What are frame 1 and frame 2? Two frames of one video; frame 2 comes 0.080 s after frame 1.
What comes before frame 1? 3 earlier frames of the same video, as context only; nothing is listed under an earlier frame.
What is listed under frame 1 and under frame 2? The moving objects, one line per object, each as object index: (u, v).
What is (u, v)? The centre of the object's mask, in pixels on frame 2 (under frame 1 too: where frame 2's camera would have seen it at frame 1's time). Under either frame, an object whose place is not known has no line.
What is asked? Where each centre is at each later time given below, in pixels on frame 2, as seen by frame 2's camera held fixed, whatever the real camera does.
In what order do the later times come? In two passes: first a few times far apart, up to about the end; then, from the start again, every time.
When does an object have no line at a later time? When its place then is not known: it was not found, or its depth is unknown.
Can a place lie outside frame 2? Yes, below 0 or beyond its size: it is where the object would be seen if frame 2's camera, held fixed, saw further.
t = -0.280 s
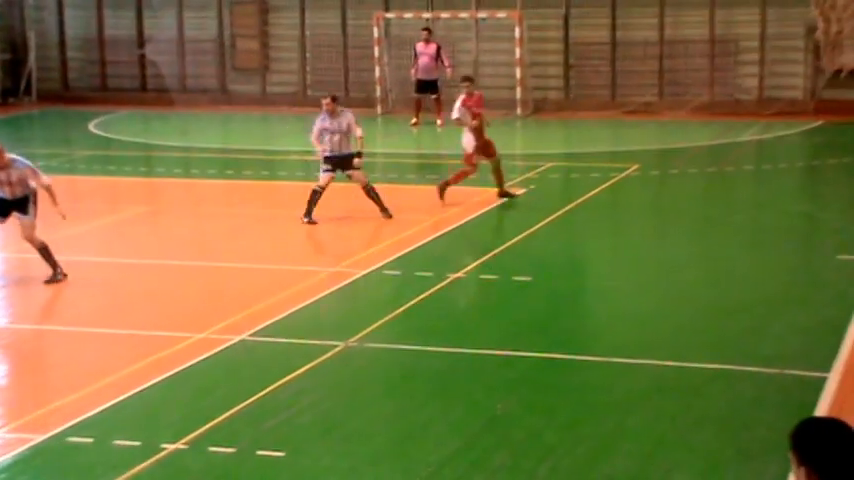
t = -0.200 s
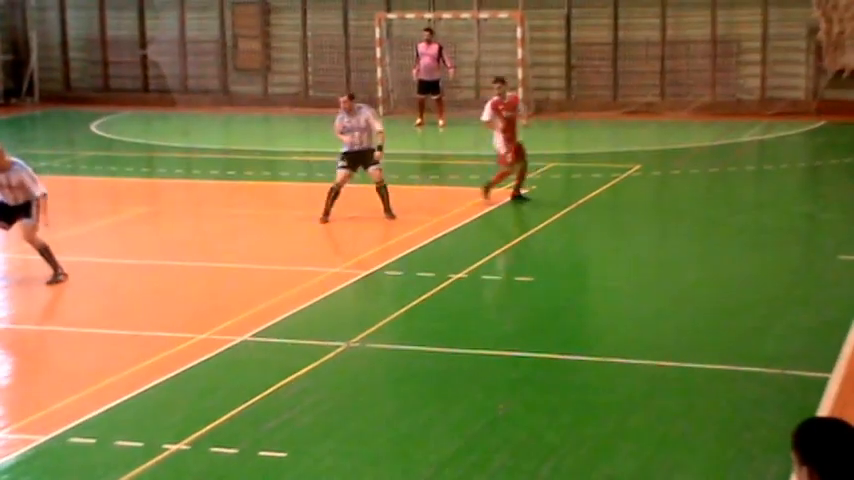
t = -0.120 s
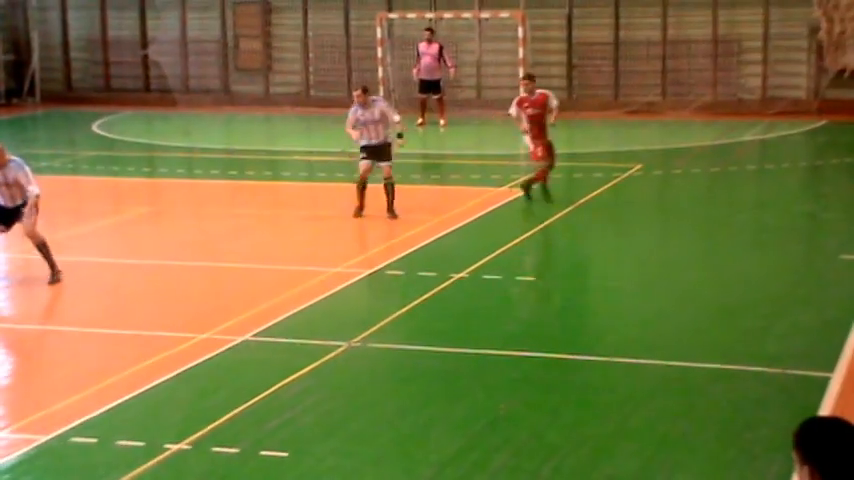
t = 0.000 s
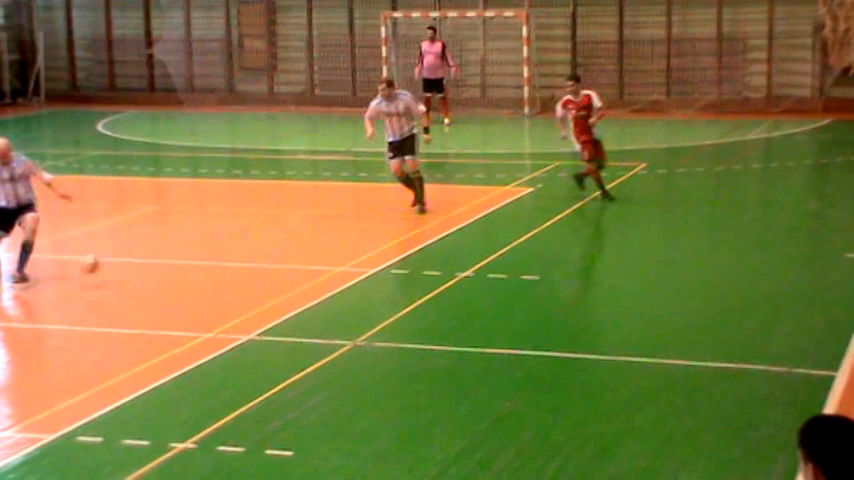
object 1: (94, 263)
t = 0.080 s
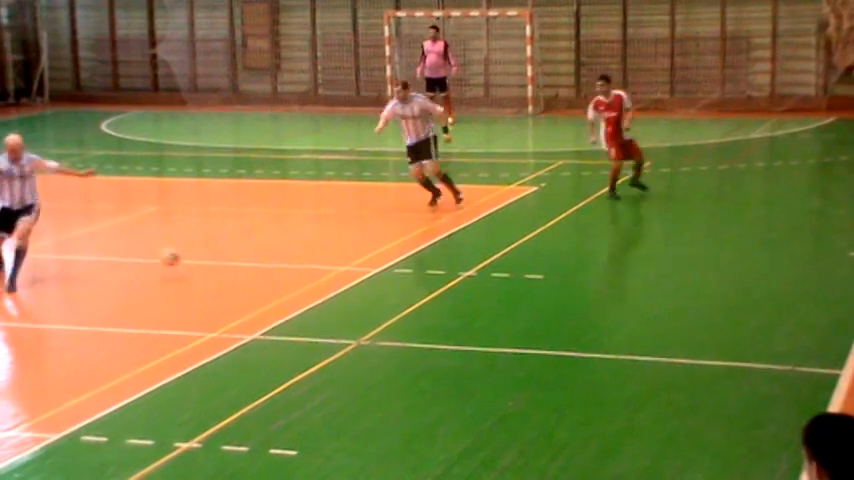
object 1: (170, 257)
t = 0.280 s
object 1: (333, 251)
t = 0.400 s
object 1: (415, 244)
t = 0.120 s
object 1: (204, 256)
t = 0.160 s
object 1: (241, 255)
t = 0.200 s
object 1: (275, 259)
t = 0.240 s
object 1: (307, 256)
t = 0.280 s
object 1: (333, 251)
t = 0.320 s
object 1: (362, 247)
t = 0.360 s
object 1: (390, 246)
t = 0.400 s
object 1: (415, 244)
